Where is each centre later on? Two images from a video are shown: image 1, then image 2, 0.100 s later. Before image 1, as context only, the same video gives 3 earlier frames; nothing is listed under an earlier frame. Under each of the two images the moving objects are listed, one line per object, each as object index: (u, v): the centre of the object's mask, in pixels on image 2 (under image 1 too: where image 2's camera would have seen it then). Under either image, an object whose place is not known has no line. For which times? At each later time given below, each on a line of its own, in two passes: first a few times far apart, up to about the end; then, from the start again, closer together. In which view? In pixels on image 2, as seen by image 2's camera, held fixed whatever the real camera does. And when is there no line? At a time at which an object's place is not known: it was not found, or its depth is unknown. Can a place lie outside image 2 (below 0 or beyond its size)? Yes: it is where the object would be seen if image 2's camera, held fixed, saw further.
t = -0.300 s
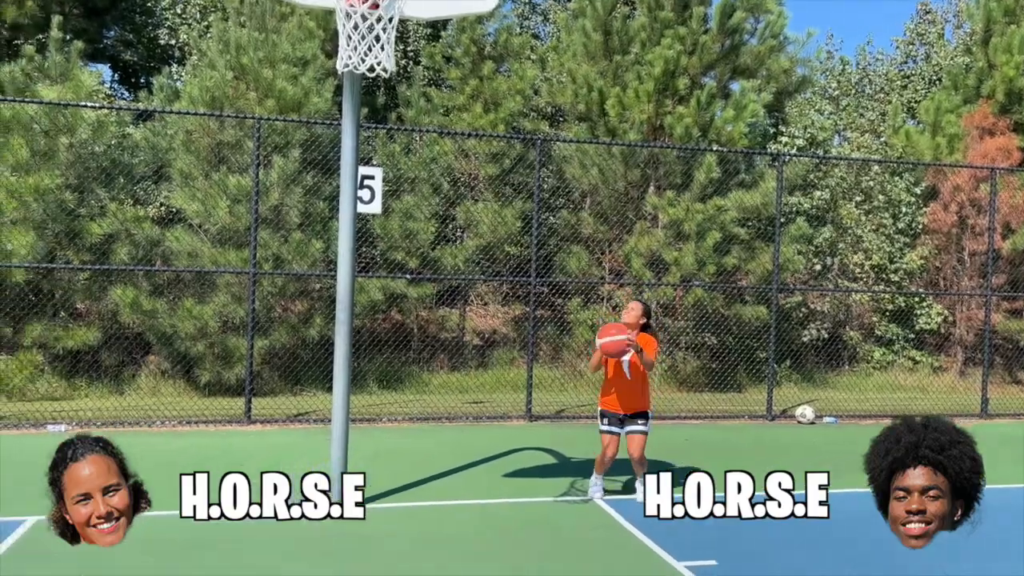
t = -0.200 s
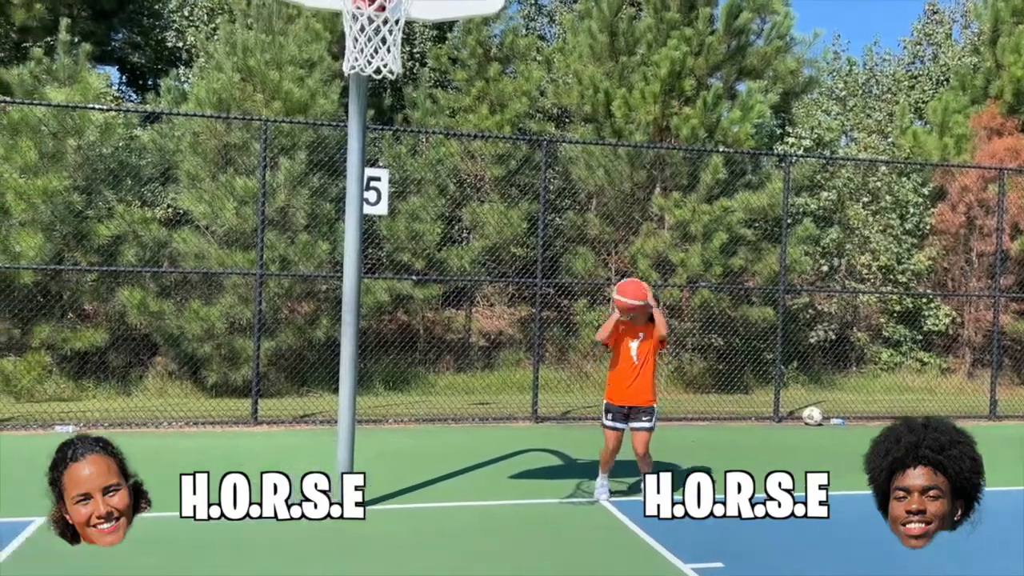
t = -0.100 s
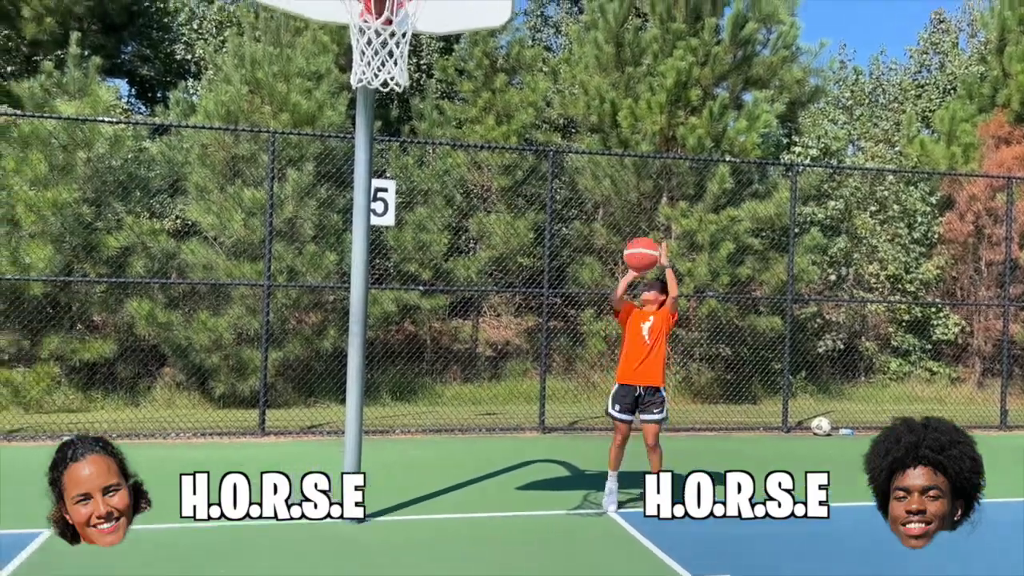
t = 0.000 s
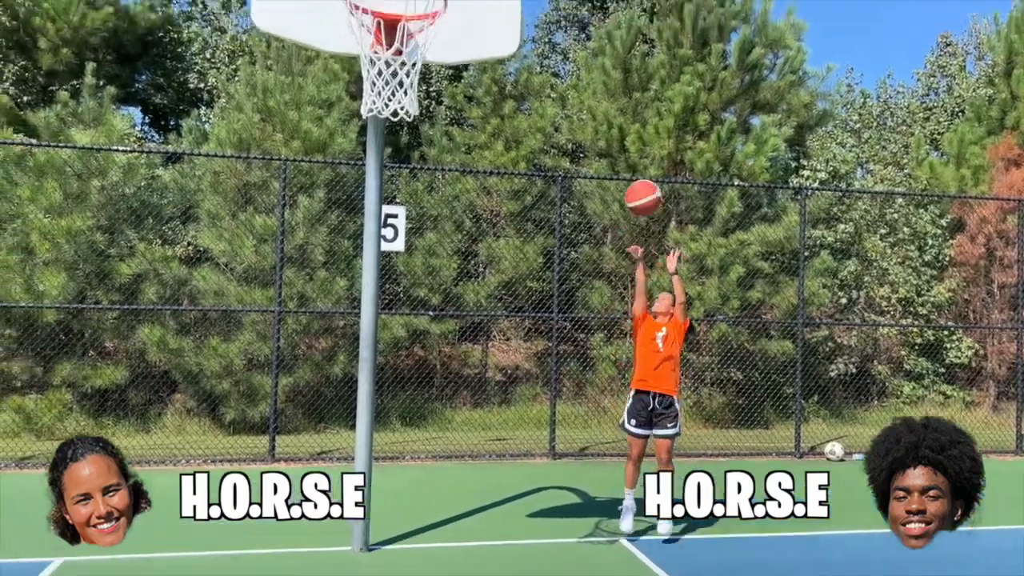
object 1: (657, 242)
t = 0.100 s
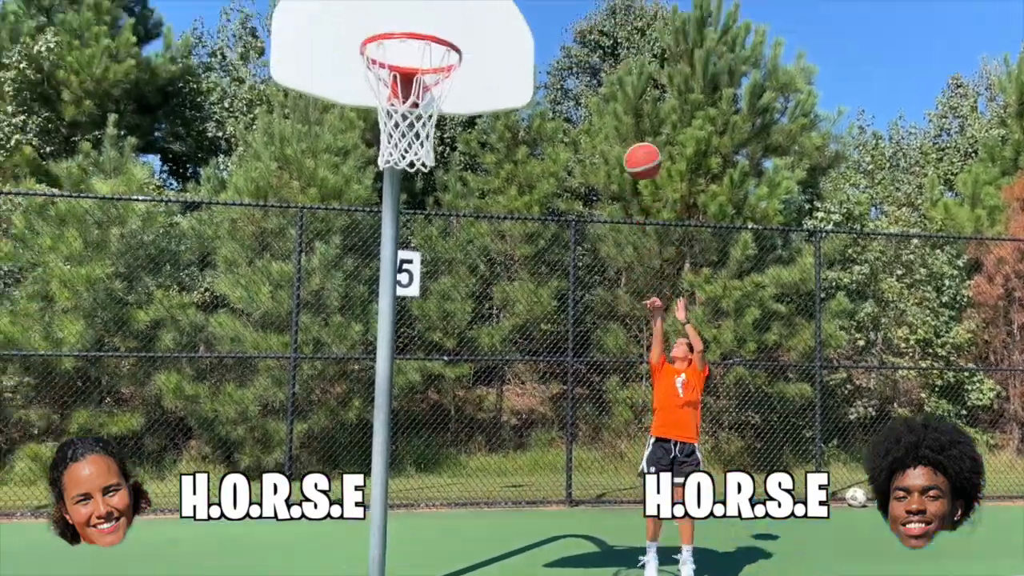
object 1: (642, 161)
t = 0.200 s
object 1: (626, 90)
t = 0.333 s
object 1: (602, 18)
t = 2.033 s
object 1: (307, 466)
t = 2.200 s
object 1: (323, 343)
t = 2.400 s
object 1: (338, 281)
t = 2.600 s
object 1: (347, 297)
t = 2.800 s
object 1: (353, 384)
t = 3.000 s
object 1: (356, 532)
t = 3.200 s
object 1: (361, 514)
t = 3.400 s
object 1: (366, 405)
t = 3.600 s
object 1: (369, 366)
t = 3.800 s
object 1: (357, 376)
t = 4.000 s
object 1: (338, 448)
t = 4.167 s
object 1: (318, 564)
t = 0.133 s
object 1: (637, 136)
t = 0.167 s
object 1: (632, 112)
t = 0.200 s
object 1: (626, 90)
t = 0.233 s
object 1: (620, 69)
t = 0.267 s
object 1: (614, 51)
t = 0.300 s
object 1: (608, 33)
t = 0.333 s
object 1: (602, 18)
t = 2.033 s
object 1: (307, 466)
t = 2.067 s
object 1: (310, 436)
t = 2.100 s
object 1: (314, 408)
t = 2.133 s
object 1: (317, 384)
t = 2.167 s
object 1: (320, 362)
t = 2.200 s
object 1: (323, 343)
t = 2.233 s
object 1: (326, 327)
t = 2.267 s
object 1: (328, 313)
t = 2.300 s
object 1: (331, 302)
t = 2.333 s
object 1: (334, 293)
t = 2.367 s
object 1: (335, 286)
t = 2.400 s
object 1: (338, 281)
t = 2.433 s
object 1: (339, 279)
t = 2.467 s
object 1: (341, 280)
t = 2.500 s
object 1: (343, 281)
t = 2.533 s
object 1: (344, 284)
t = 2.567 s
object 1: (346, 291)
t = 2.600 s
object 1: (347, 297)
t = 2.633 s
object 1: (349, 307)
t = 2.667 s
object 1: (350, 319)
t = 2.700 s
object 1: (351, 333)
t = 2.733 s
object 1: (352, 348)
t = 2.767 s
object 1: (353, 365)
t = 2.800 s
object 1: (353, 384)
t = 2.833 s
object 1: (354, 404)
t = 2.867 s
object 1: (355, 426)
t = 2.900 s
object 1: (356, 450)
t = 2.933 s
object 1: (356, 476)
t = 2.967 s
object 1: (357, 503)
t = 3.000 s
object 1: (356, 532)
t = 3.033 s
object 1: (357, 563)
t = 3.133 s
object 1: (358, 567)
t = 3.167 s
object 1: (359, 539)
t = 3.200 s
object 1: (361, 514)
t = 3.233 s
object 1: (362, 491)
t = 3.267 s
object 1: (362, 468)
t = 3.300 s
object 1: (364, 450)
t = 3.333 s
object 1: (365, 433)
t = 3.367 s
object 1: (366, 419)
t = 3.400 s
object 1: (366, 405)
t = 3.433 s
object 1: (367, 395)
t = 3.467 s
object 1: (368, 385)
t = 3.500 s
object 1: (368, 378)
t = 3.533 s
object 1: (368, 372)
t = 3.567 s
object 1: (369, 369)
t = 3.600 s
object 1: (369, 366)
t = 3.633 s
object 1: (370, 366)
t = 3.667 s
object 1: (369, 365)
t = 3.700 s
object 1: (367, 365)
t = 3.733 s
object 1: (364, 367)
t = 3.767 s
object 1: (360, 371)
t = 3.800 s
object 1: (357, 376)
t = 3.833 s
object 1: (354, 383)
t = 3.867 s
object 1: (351, 392)
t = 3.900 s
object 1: (348, 403)
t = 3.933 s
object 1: (345, 416)
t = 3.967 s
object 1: (342, 431)
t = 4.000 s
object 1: (338, 448)
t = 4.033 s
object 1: (334, 467)
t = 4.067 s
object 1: (330, 488)
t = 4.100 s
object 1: (326, 511)
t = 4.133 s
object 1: (322, 537)
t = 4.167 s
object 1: (318, 564)
